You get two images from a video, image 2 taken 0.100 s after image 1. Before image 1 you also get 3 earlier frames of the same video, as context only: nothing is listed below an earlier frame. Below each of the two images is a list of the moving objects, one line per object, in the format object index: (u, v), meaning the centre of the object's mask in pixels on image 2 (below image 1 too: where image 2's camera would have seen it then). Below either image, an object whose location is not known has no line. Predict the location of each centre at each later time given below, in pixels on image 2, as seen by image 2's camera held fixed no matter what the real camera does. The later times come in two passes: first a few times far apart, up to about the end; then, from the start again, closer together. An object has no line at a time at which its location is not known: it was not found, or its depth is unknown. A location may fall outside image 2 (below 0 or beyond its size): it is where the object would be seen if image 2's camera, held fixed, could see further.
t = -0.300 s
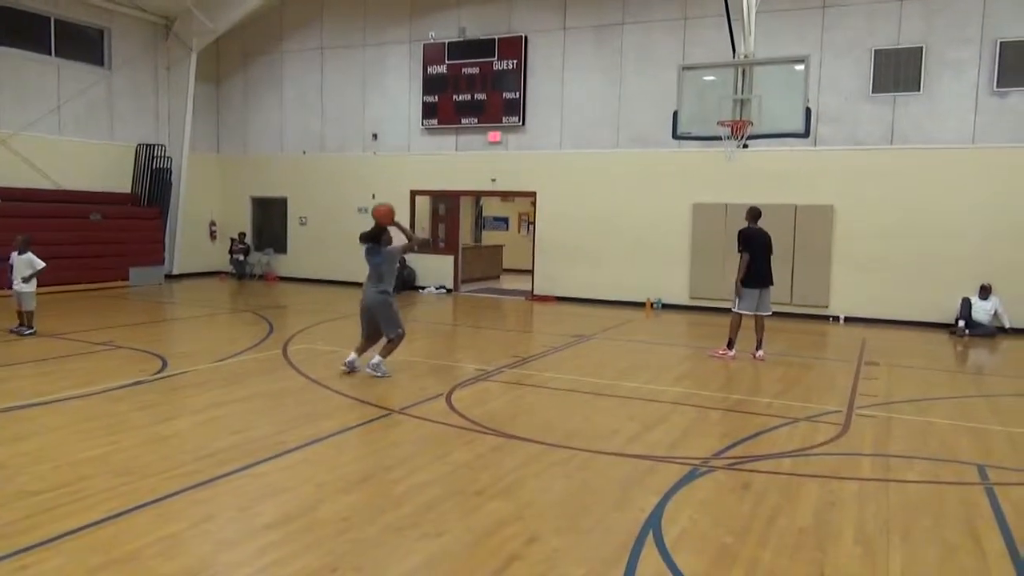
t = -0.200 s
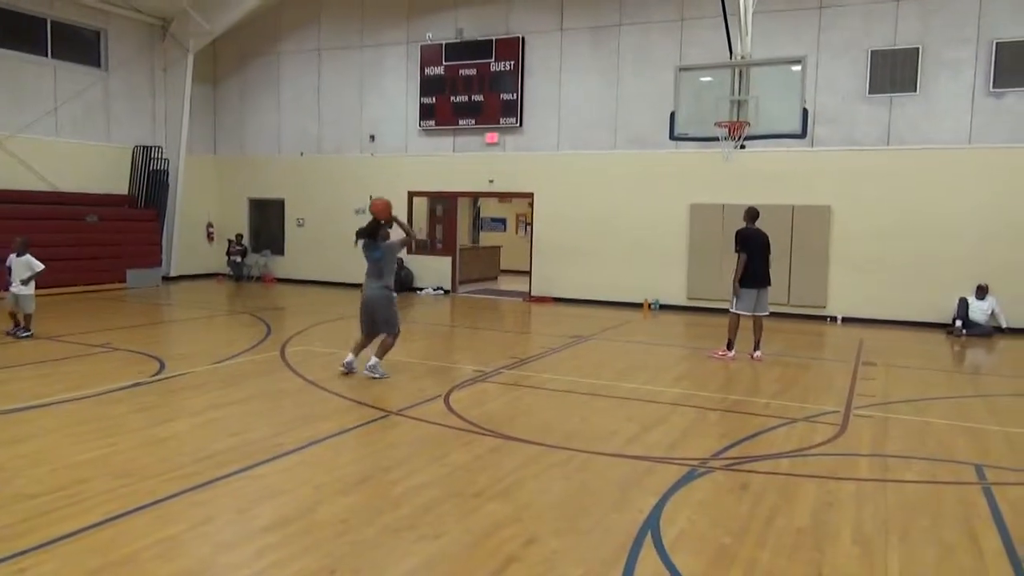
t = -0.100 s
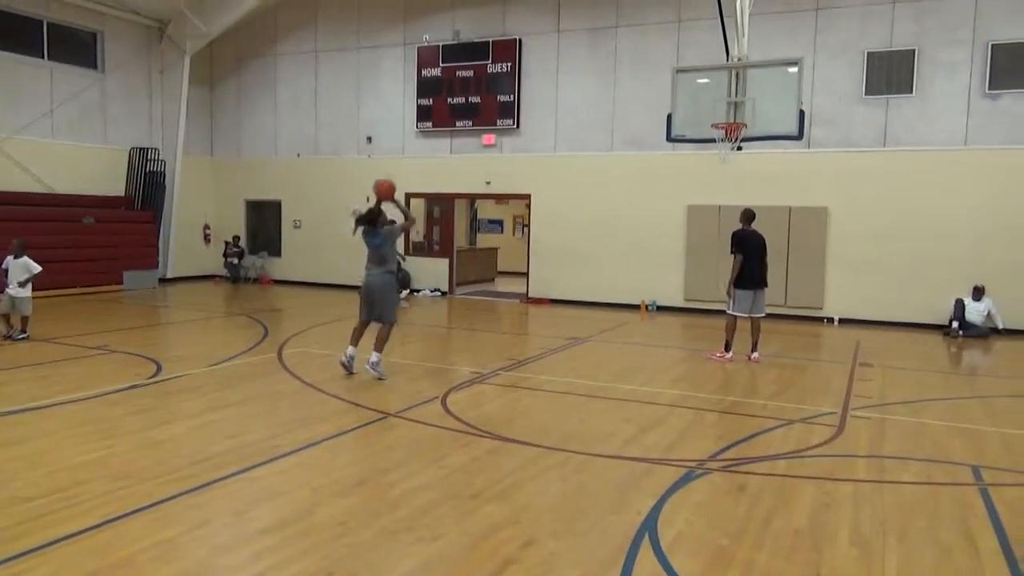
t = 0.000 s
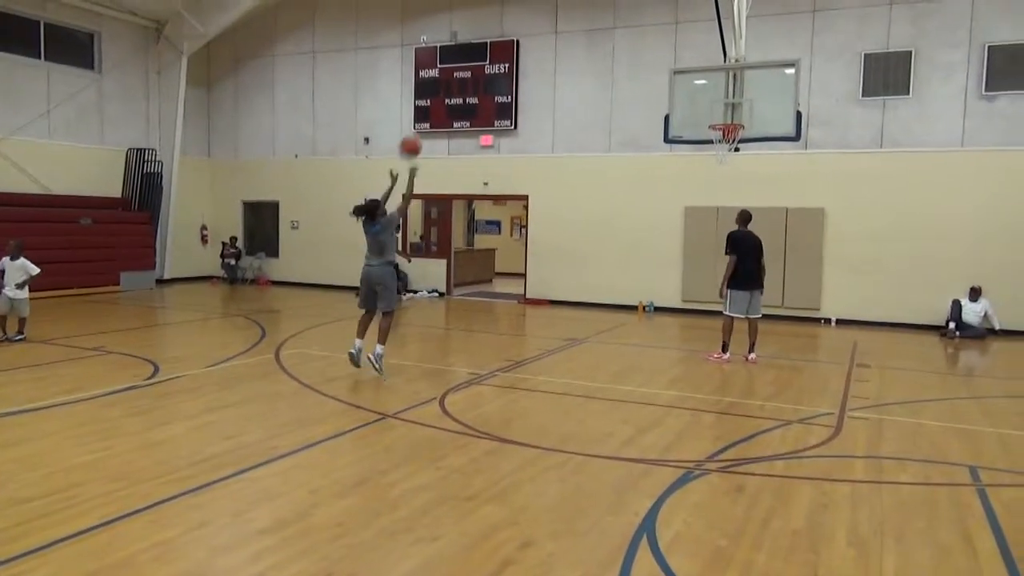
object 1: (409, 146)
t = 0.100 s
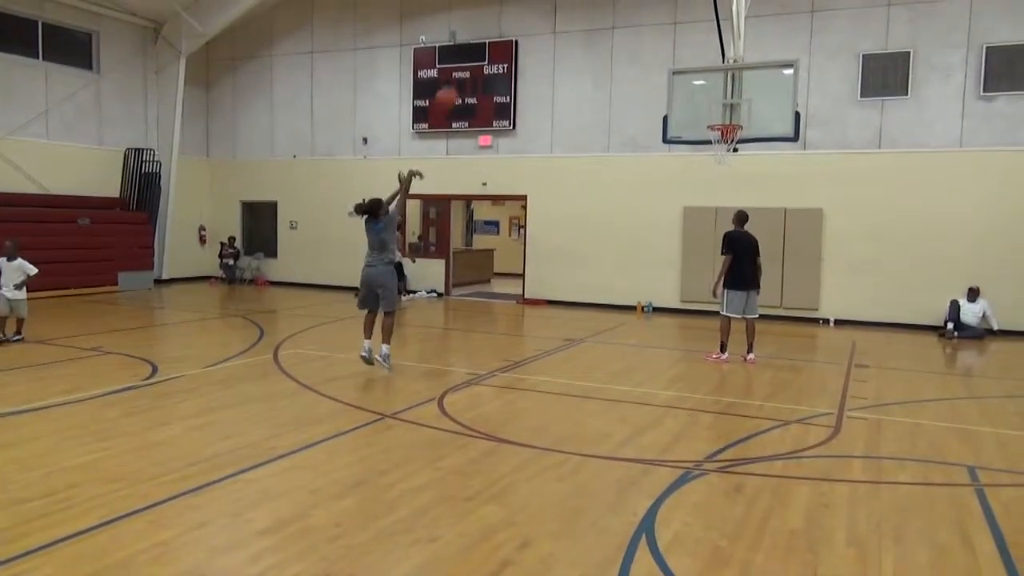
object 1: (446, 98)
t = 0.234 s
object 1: (495, 50)
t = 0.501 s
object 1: (578, 11)
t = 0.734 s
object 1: (639, 25)
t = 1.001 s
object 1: (701, 86)
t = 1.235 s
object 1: (721, 135)
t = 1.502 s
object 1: (694, 167)
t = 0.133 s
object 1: (459, 86)
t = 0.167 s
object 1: (471, 73)
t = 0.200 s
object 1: (483, 62)
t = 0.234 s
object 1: (495, 50)
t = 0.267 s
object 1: (505, 42)
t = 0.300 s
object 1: (516, 35)
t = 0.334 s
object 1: (527, 29)
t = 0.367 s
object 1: (538, 24)
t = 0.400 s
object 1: (549, 18)
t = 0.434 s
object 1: (559, 15)
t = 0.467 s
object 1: (568, 12)
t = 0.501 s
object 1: (578, 11)
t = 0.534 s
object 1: (588, 10)
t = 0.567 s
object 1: (597, 10)
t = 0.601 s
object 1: (606, 11)
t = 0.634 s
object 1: (614, 14)
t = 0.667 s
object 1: (623, 16)
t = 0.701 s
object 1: (632, 21)
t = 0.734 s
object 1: (639, 25)
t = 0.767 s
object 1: (648, 30)
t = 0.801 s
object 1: (656, 36)
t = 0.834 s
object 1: (665, 43)
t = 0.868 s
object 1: (672, 51)
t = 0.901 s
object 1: (679, 59)
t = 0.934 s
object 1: (687, 67)
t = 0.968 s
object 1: (693, 76)
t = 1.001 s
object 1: (701, 86)
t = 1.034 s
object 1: (707, 97)
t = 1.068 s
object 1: (714, 107)
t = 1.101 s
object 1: (720, 118)
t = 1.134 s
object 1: (722, 122)
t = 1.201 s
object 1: (729, 133)
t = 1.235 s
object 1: (721, 135)
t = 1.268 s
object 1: (716, 143)
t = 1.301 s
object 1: (711, 146)
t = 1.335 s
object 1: (707, 149)
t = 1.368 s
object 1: (705, 150)
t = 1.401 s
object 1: (702, 155)
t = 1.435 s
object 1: (699, 158)
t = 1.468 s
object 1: (697, 162)
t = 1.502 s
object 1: (694, 167)
